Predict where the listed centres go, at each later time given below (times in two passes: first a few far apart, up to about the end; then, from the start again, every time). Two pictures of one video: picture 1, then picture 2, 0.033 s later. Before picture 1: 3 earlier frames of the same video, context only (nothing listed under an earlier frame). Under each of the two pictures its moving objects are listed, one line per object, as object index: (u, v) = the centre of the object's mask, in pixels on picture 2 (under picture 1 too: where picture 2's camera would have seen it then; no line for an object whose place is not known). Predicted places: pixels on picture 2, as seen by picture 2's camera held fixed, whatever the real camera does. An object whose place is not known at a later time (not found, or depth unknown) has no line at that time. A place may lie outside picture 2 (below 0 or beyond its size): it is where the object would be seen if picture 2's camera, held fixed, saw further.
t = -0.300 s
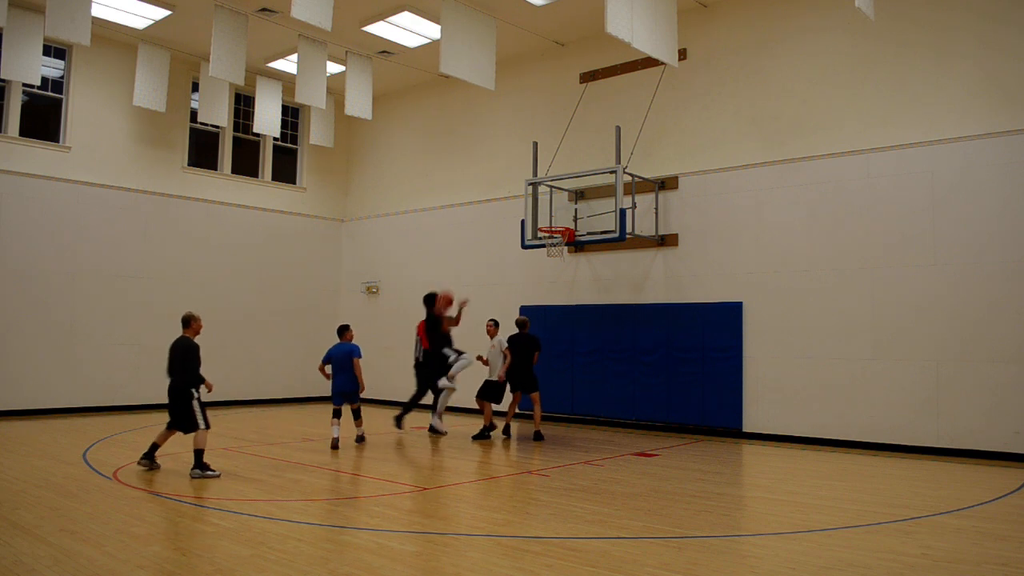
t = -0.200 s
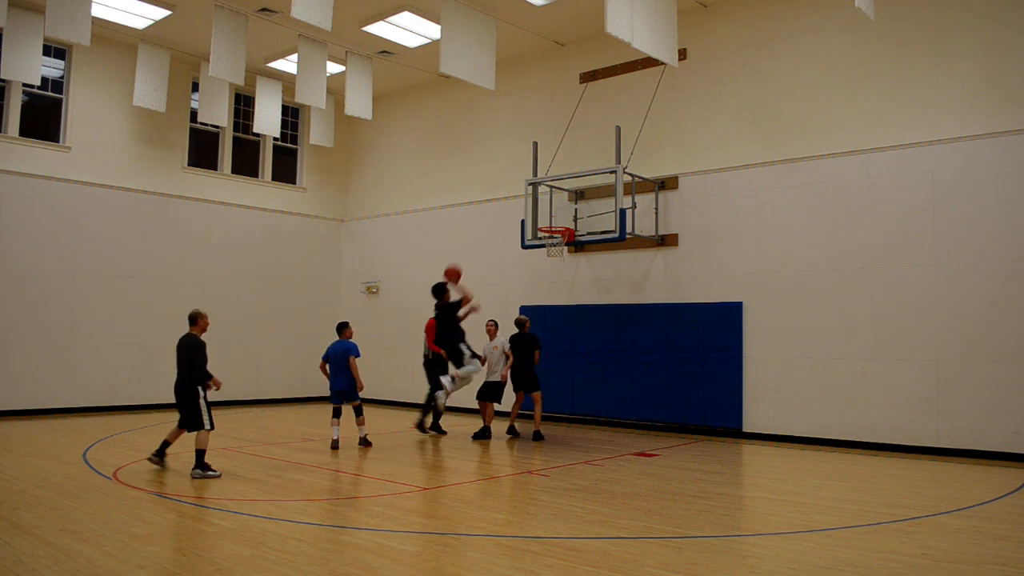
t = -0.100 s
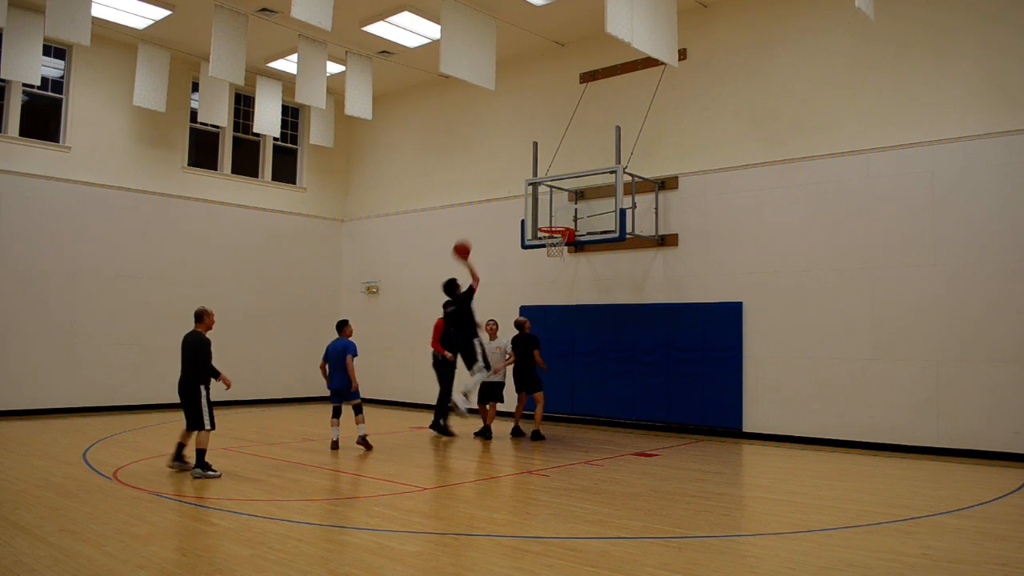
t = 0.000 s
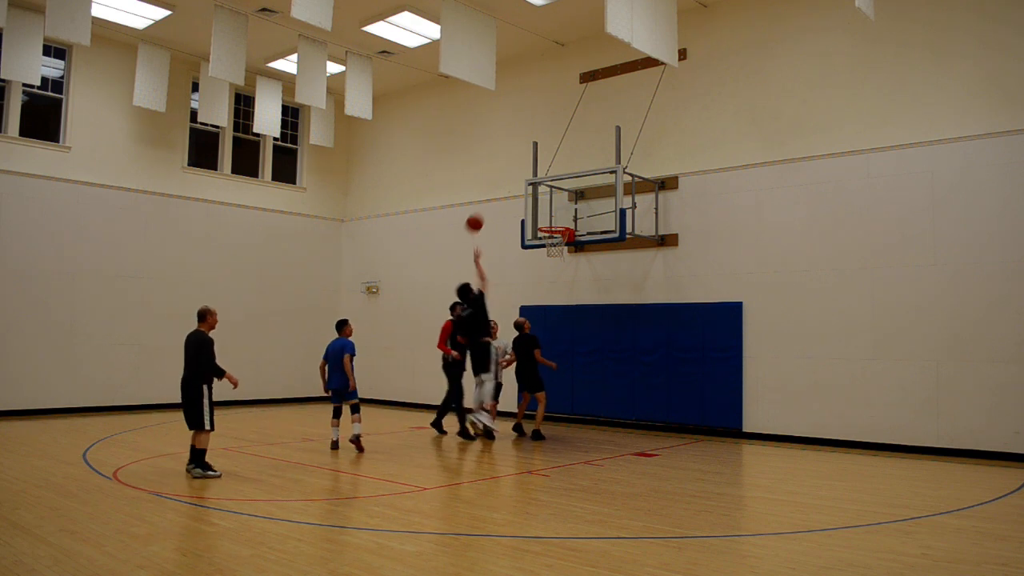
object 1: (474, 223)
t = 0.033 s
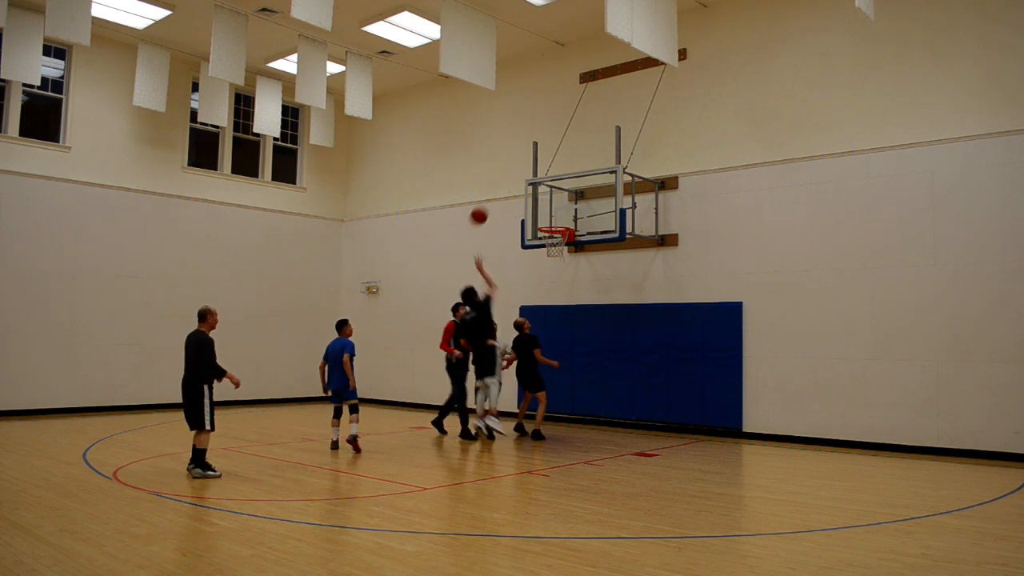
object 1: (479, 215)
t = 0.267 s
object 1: (507, 189)
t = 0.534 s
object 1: (536, 205)
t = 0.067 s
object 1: (483, 209)
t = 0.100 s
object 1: (488, 204)
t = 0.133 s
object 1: (491, 199)
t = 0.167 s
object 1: (495, 196)
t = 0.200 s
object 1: (500, 193)
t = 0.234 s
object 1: (504, 190)
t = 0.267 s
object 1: (507, 189)
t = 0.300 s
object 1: (511, 189)
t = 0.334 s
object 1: (515, 189)
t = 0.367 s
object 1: (519, 190)
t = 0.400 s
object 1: (522, 191)
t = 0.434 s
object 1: (526, 193)
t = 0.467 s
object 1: (530, 197)
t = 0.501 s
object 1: (533, 200)
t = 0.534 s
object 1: (536, 205)
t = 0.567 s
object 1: (539, 210)
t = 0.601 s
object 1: (543, 215)
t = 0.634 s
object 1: (546, 220)
